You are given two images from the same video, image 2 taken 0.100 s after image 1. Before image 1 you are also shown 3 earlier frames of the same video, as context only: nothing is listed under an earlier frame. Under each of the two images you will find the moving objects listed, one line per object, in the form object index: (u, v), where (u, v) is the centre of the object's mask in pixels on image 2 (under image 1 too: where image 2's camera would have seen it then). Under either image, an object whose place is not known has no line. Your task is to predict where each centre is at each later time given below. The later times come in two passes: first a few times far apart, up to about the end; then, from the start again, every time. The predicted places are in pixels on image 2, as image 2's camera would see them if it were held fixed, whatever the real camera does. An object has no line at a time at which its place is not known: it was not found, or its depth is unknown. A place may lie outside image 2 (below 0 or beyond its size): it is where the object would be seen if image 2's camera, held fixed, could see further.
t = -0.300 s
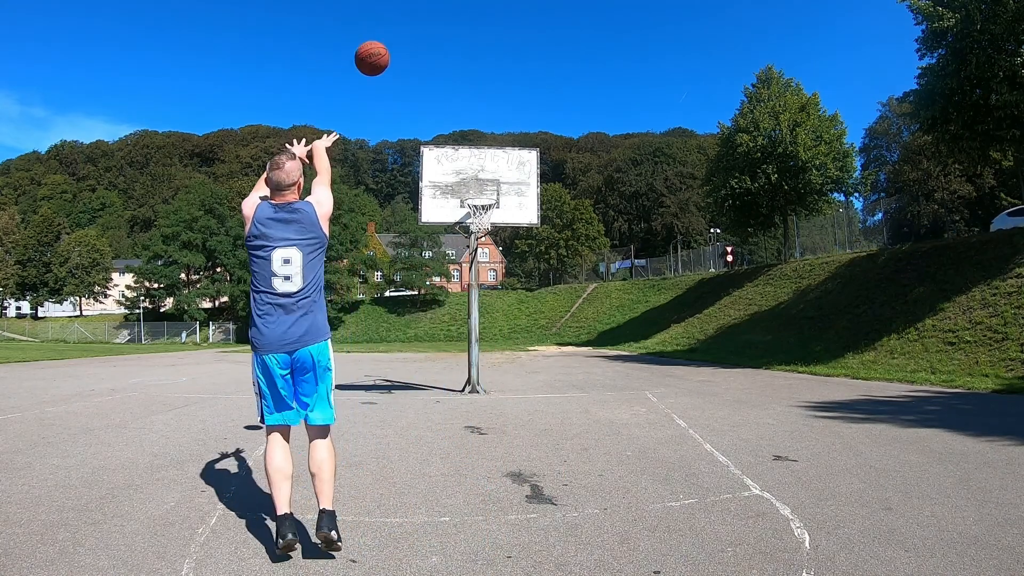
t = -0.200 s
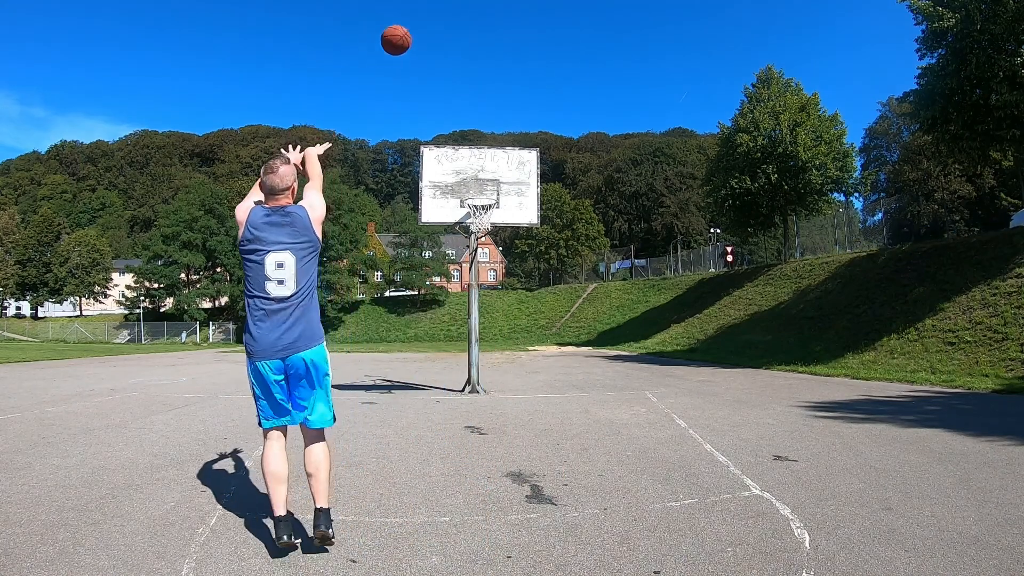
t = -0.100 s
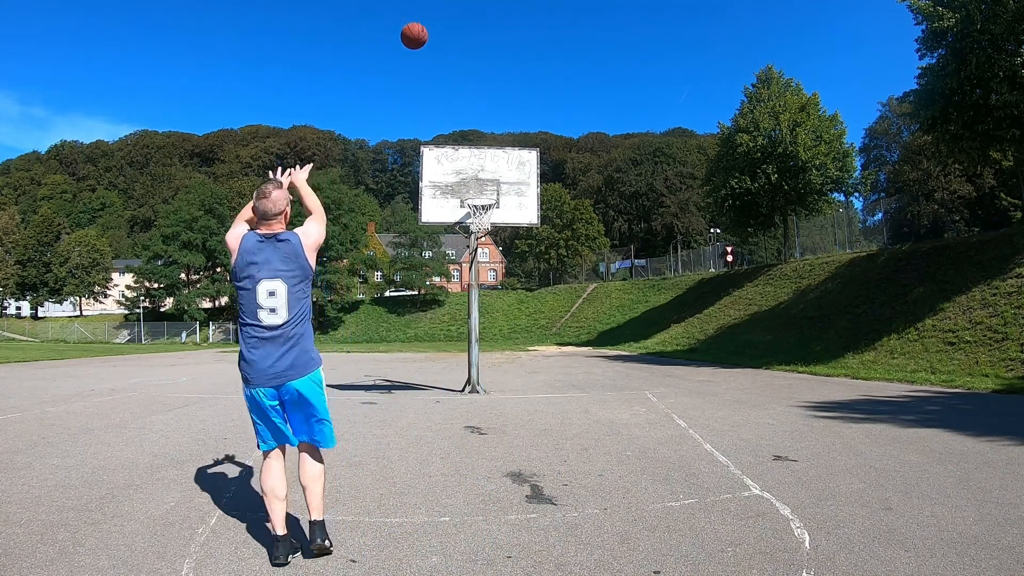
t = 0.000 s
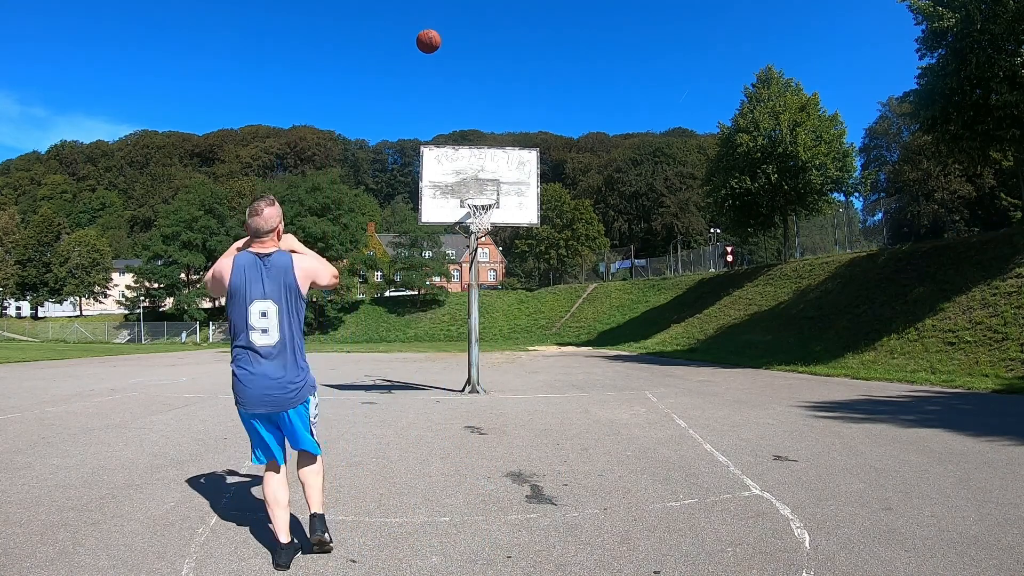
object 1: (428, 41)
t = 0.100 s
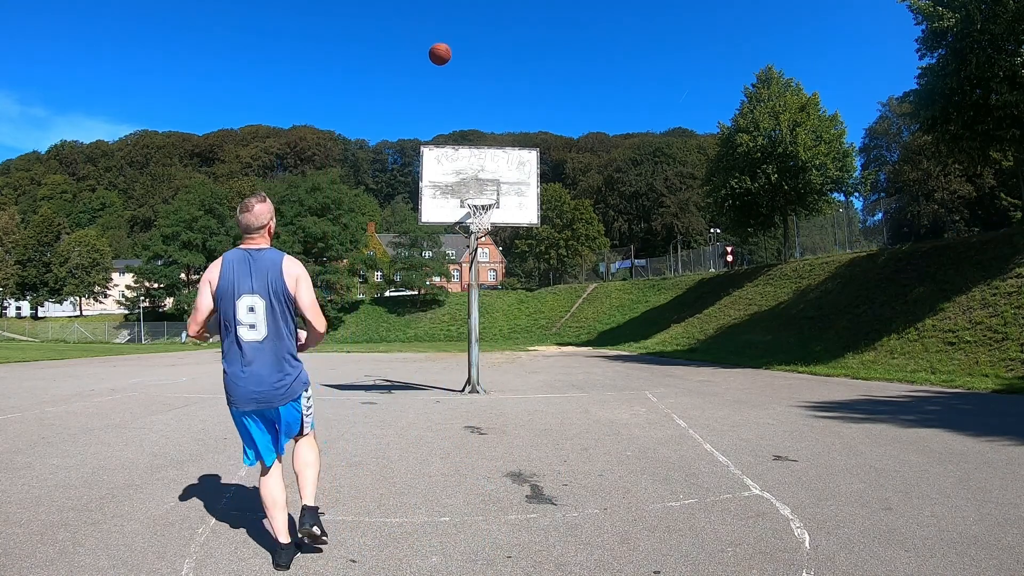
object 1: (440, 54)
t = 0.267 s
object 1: (455, 87)
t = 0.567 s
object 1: (477, 178)
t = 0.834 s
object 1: (488, 141)
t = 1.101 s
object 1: (501, 102)
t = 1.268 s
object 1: (511, 102)
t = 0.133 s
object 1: (443, 59)
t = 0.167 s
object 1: (447, 66)
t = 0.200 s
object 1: (450, 72)
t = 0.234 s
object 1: (453, 80)
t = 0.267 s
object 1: (455, 87)
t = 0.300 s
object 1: (458, 95)
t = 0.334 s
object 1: (461, 104)
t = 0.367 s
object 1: (463, 113)
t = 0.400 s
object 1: (466, 122)
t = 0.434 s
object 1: (469, 132)
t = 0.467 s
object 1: (470, 143)
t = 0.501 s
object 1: (473, 154)
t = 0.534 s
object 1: (475, 166)
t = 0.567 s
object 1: (477, 178)
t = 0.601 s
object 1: (479, 189)
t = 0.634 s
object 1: (480, 196)
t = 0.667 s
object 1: (481, 186)
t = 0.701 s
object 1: (483, 176)
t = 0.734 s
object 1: (484, 166)
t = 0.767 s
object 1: (485, 157)
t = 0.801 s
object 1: (487, 148)
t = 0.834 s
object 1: (488, 141)
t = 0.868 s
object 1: (490, 133)
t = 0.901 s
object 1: (491, 127)
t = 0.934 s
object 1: (492, 121)
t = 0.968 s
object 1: (494, 116)
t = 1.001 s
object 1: (496, 112)
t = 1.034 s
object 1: (497, 108)
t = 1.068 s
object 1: (499, 105)
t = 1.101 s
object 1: (501, 102)
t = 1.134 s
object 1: (503, 101)
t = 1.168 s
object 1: (505, 100)
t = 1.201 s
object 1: (506, 100)
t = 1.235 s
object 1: (508, 100)
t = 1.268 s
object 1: (511, 102)
